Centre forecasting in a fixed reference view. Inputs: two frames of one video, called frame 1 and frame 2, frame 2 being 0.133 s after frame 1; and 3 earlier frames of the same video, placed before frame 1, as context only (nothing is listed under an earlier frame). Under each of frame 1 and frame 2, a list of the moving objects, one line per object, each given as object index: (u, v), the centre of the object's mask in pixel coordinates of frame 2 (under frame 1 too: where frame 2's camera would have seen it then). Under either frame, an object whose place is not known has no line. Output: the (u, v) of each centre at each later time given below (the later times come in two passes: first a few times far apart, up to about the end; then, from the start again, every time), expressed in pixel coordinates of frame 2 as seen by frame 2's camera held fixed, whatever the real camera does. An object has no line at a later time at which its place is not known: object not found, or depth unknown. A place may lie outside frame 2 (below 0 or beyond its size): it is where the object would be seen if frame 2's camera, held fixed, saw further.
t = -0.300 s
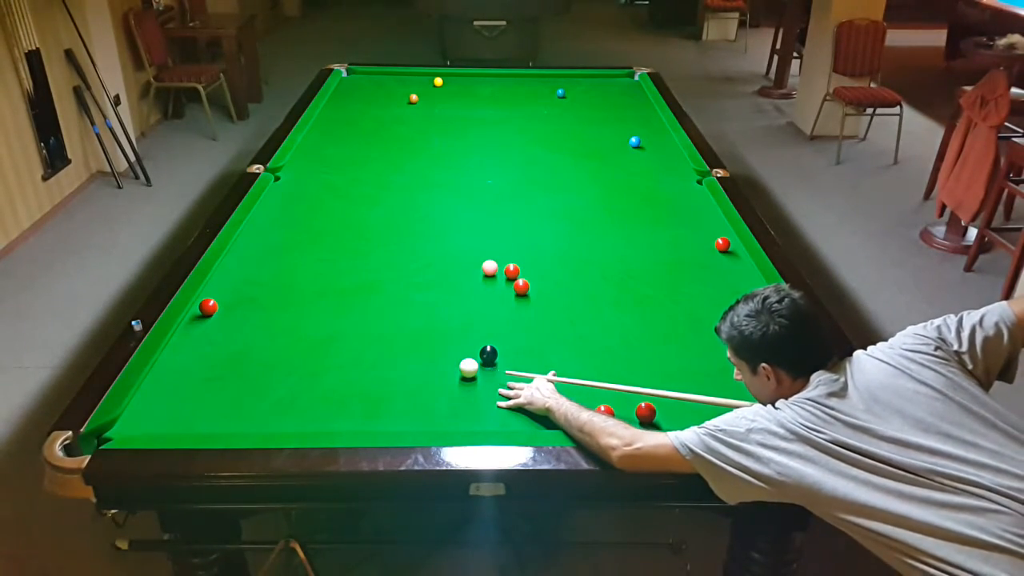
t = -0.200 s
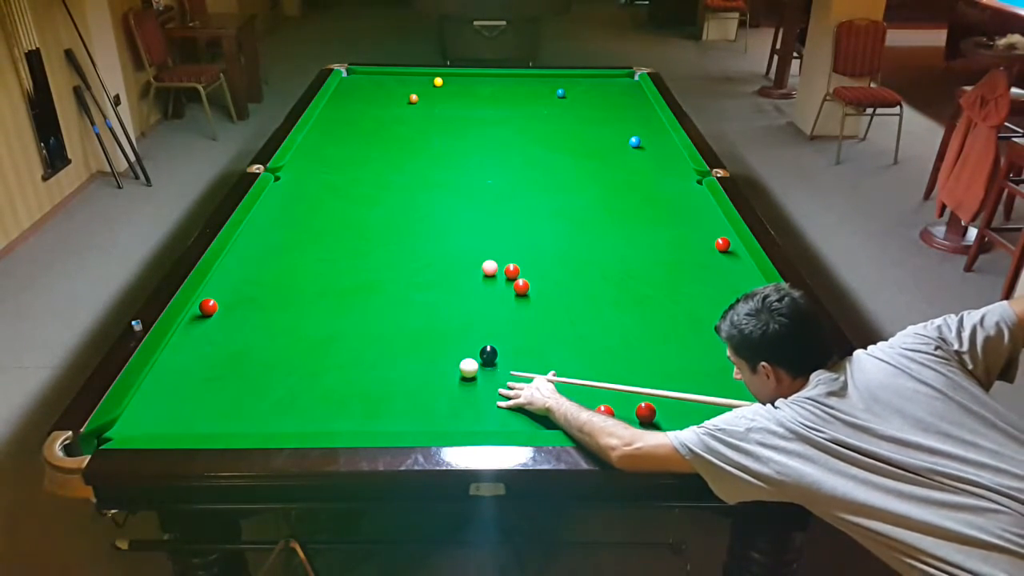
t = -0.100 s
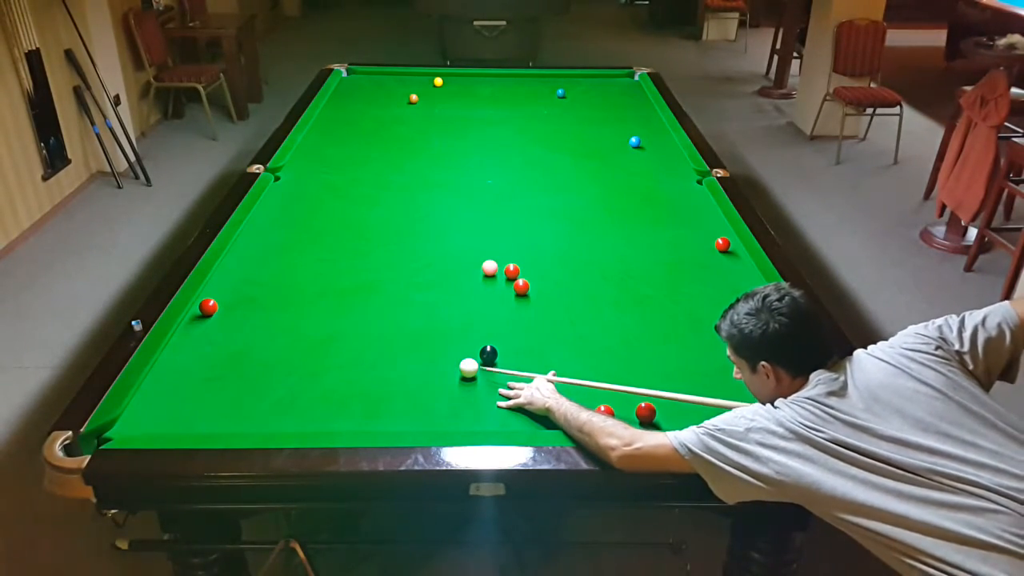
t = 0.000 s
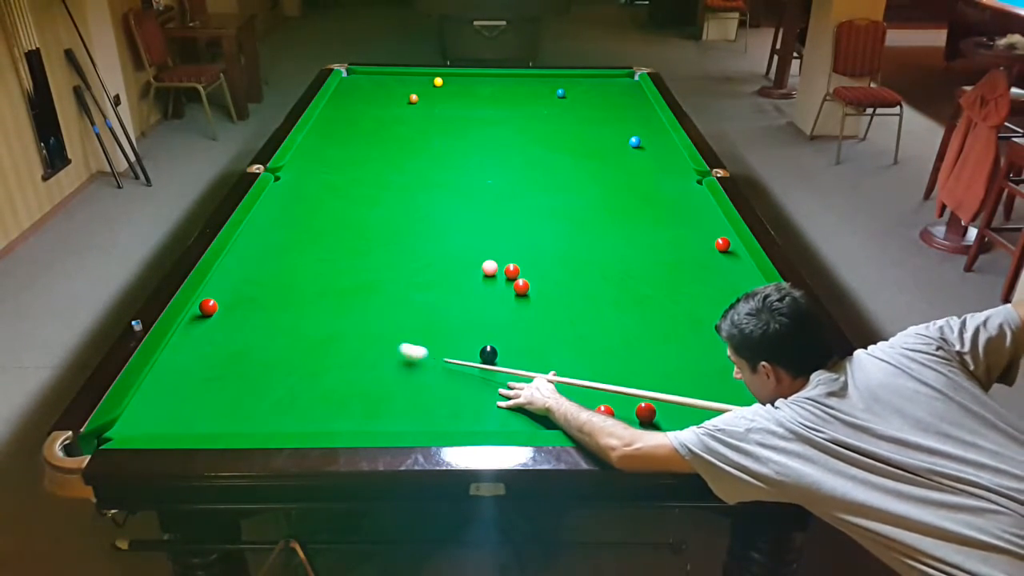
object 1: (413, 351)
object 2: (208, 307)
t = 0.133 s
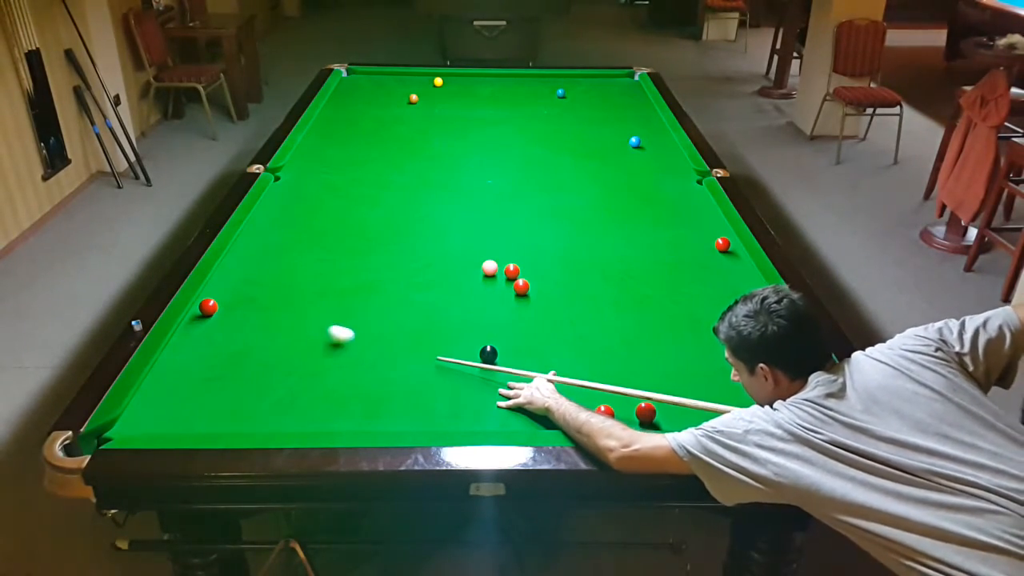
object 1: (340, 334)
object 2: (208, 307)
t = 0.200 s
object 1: (310, 326)
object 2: (208, 307)
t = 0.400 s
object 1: (228, 304)
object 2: (207, 307)
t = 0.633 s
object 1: (220, 277)
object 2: (255, 310)
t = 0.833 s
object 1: (249, 257)
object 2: (304, 314)
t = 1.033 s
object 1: (275, 240)
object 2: (351, 316)
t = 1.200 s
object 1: (294, 227)
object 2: (389, 319)
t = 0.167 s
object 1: (325, 330)
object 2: (208, 307)
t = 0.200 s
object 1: (310, 326)
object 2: (208, 307)
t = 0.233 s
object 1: (296, 322)
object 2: (208, 307)
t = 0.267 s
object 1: (281, 318)
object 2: (208, 307)
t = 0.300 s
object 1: (267, 315)
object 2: (208, 307)
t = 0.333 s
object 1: (253, 311)
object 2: (208, 307)
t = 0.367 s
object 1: (239, 308)
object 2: (208, 307)
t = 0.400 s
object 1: (228, 304)
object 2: (207, 307)
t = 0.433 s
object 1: (228, 300)
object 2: (203, 307)
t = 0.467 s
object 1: (228, 296)
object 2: (213, 308)
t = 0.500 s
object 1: (227, 291)
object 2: (222, 308)
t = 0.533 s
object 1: (224, 288)
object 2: (230, 308)
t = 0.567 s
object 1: (223, 284)
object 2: (239, 309)
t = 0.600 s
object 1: (220, 280)
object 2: (247, 310)
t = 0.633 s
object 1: (220, 277)
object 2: (255, 310)
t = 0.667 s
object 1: (225, 273)
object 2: (264, 311)
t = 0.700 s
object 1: (230, 270)
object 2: (272, 311)
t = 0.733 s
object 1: (235, 267)
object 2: (280, 312)
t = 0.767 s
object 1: (240, 263)
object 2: (288, 313)
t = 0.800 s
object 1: (245, 260)
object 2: (296, 313)
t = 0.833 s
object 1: (249, 257)
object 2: (304, 314)
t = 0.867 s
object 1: (254, 254)
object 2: (312, 314)
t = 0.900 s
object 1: (258, 251)
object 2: (320, 315)
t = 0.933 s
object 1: (262, 248)
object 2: (328, 315)
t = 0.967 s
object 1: (267, 245)
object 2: (335, 315)
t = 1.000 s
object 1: (271, 243)
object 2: (343, 316)
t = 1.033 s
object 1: (275, 240)
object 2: (351, 316)
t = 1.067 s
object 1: (279, 237)
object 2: (358, 317)
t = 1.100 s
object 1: (283, 235)
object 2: (366, 317)
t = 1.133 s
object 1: (287, 232)
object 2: (373, 318)
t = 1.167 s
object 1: (290, 230)
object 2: (381, 318)
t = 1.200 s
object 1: (294, 227)
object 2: (389, 319)
